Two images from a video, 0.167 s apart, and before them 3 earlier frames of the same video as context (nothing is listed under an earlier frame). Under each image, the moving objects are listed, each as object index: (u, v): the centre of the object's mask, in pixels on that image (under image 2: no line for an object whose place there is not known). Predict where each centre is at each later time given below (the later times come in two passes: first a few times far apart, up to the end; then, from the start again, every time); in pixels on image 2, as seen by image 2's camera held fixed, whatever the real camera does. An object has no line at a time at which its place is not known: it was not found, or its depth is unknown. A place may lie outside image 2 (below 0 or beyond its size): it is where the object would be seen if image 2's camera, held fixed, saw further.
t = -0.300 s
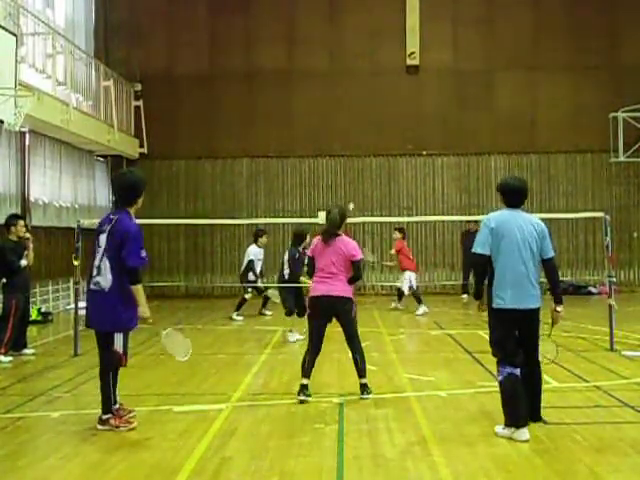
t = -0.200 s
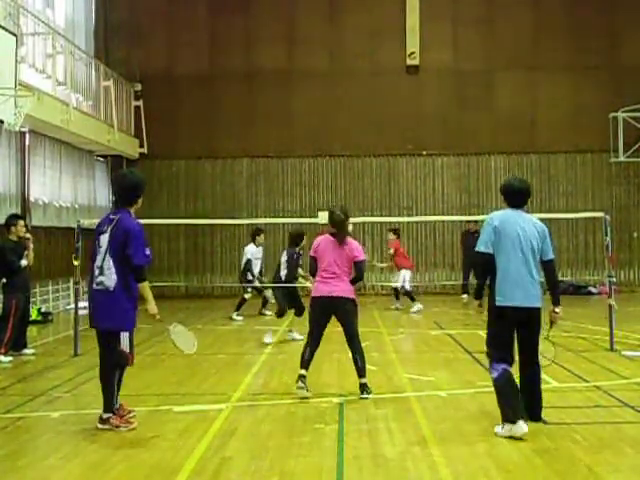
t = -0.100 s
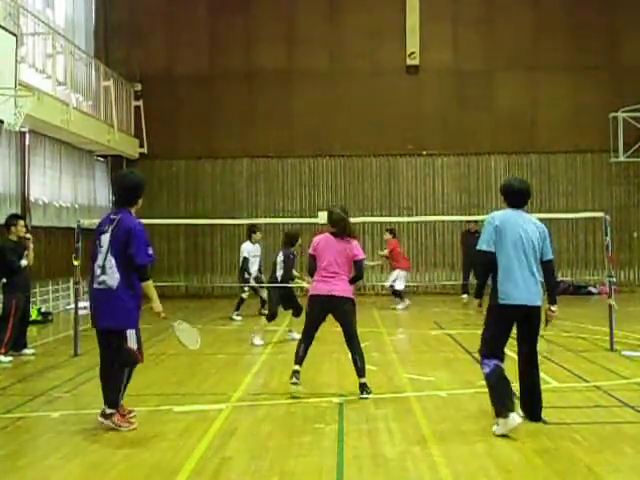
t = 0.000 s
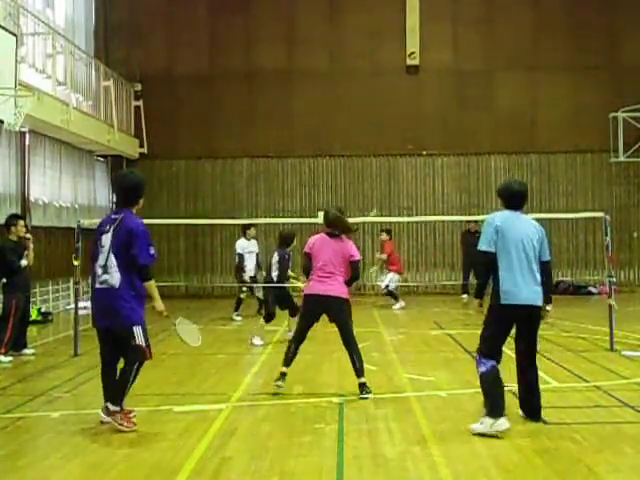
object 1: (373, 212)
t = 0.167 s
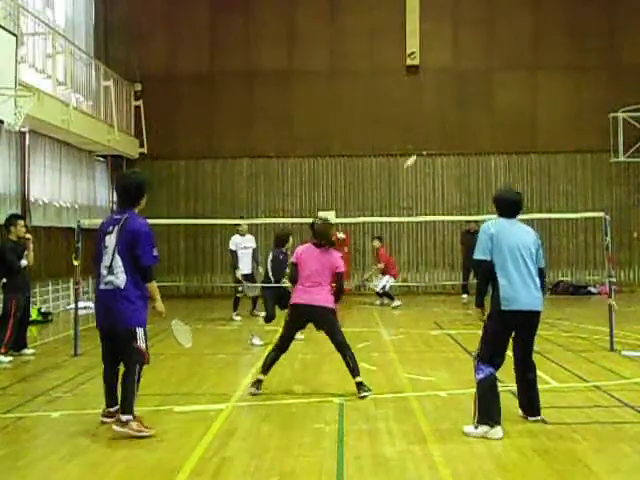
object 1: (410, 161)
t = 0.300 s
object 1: (440, 134)
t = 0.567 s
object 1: (491, 124)
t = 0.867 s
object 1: (554, 189)
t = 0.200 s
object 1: (419, 152)
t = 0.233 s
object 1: (425, 146)
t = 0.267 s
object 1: (433, 139)
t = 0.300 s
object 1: (440, 134)
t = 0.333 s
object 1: (446, 129)
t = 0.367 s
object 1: (452, 125)
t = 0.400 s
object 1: (459, 122)
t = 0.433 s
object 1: (465, 121)
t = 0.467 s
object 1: (471, 120)
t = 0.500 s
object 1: (478, 120)
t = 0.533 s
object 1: (485, 121)
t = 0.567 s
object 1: (491, 124)
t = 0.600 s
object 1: (498, 127)
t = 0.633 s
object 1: (505, 132)
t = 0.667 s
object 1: (513, 138)
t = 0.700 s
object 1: (520, 144)
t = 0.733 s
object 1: (527, 151)
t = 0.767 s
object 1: (534, 159)
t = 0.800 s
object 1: (540, 168)
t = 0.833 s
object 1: (547, 178)
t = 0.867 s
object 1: (554, 189)
